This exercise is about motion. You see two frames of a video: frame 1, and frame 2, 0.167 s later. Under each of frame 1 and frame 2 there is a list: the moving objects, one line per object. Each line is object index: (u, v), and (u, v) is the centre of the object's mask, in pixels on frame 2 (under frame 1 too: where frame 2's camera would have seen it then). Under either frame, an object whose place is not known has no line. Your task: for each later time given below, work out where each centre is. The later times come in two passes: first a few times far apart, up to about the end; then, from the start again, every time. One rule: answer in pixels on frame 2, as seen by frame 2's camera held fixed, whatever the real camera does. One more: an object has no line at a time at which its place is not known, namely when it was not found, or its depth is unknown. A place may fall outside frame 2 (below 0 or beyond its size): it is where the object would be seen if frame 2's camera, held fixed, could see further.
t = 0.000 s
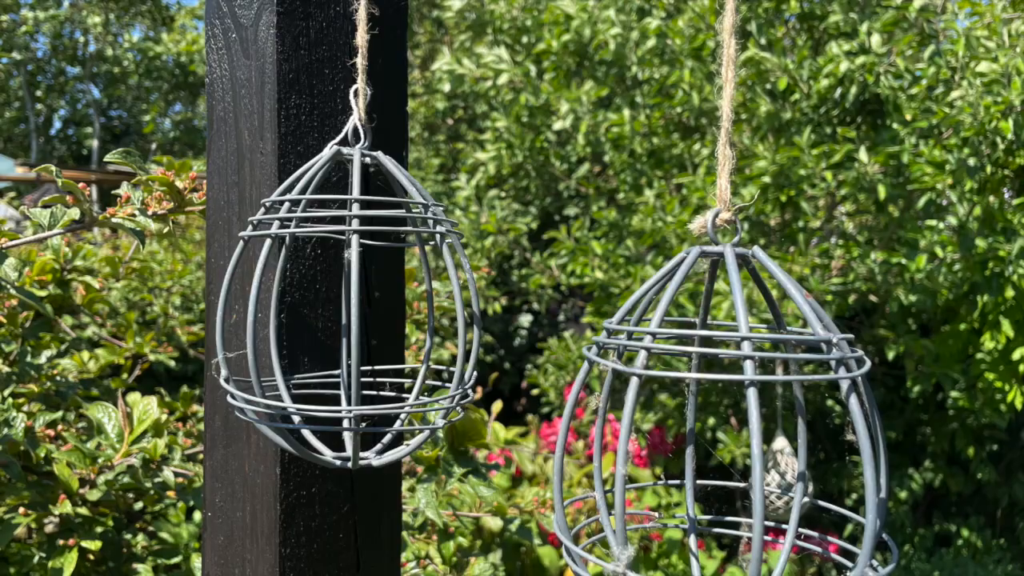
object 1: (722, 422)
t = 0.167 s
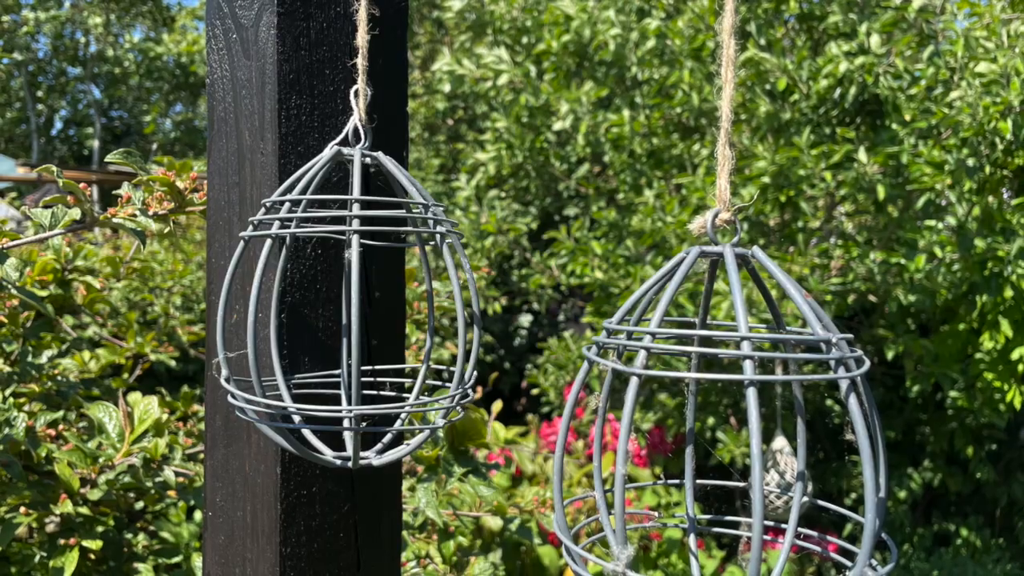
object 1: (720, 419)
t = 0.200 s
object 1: (722, 422)
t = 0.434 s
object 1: (723, 423)
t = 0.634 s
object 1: (722, 420)
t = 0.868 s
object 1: (724, 427)
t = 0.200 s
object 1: (722, 422)
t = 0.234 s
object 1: (720, 419)
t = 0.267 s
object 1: (720, 420)
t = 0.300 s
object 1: (722, 422)
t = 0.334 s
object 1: (720, 420)
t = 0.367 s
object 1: (723, 423)
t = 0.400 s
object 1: (723, 423)
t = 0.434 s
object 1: (723, 423)
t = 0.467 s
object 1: (723, 423)
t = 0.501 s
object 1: (722, 423)
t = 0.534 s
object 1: (721, 422)
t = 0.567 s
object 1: (722, 423)
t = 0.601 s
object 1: (722, 420)
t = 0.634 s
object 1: (722, 420)
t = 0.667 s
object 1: (721, 422)
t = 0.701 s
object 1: (721, 423)
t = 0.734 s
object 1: (721, 423)
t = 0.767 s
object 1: (721, 424)
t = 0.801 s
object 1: (721, 424)
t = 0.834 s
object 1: (722, 425)
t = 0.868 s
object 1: (724, 427)
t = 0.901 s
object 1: (723, 432)
